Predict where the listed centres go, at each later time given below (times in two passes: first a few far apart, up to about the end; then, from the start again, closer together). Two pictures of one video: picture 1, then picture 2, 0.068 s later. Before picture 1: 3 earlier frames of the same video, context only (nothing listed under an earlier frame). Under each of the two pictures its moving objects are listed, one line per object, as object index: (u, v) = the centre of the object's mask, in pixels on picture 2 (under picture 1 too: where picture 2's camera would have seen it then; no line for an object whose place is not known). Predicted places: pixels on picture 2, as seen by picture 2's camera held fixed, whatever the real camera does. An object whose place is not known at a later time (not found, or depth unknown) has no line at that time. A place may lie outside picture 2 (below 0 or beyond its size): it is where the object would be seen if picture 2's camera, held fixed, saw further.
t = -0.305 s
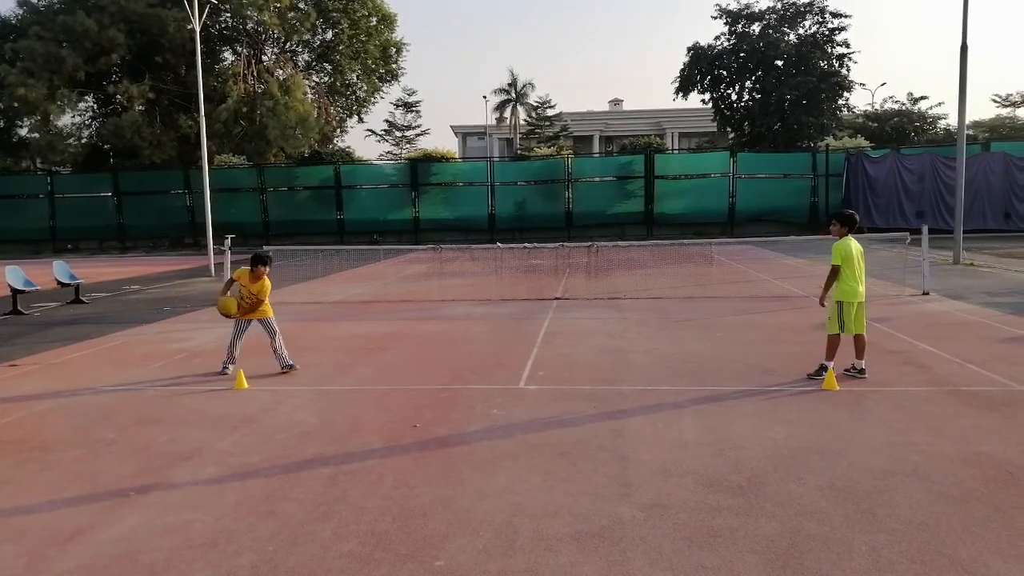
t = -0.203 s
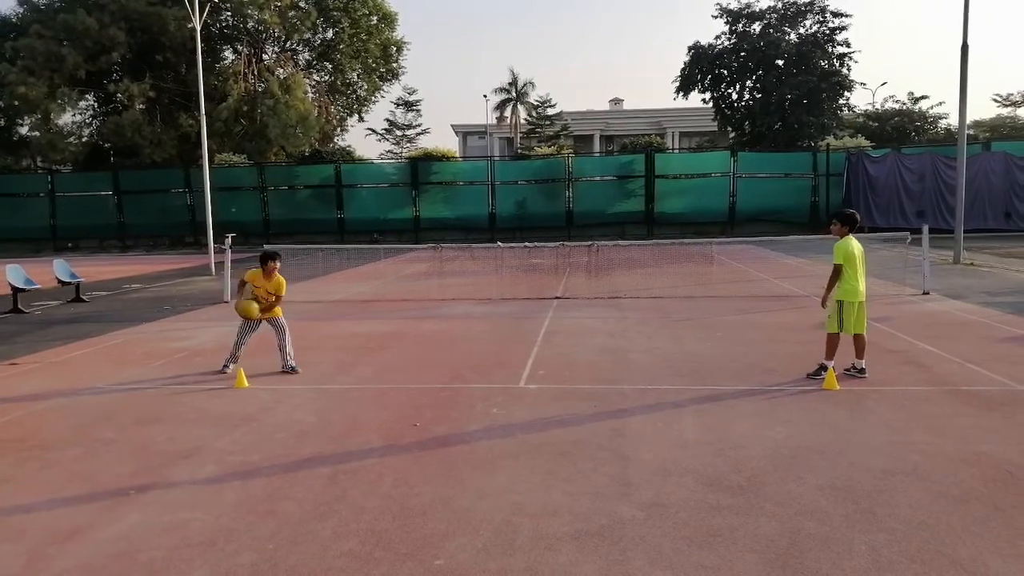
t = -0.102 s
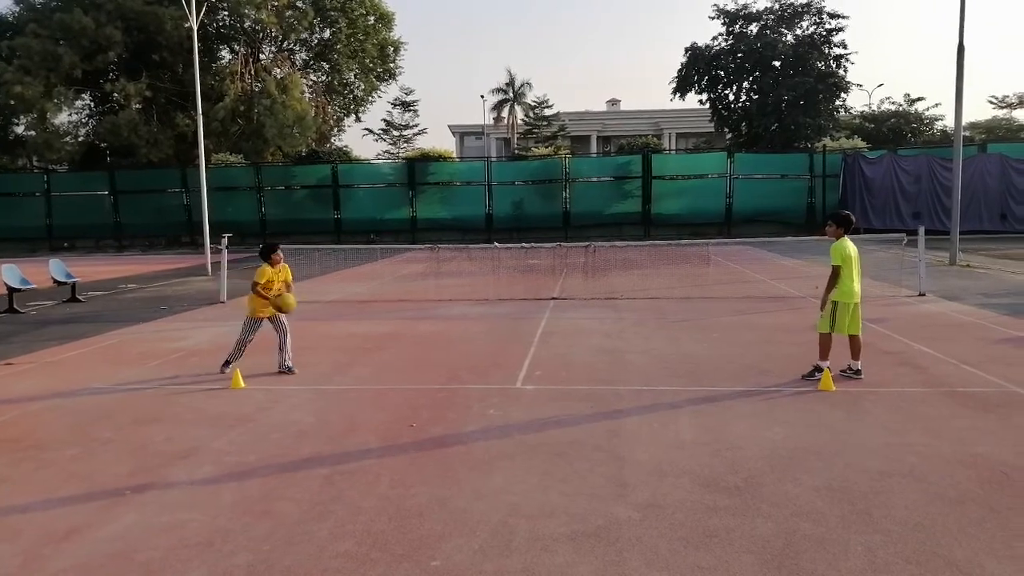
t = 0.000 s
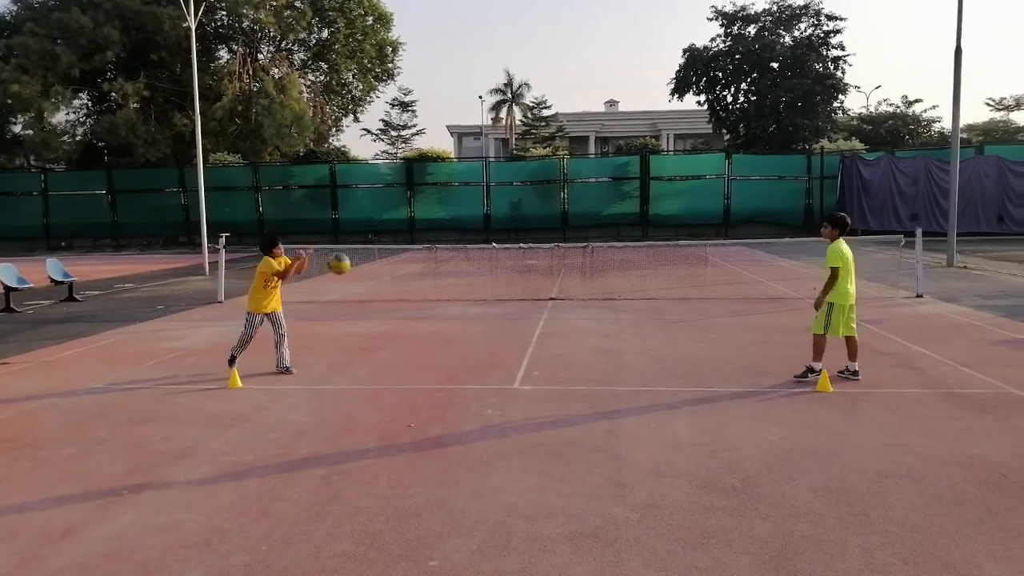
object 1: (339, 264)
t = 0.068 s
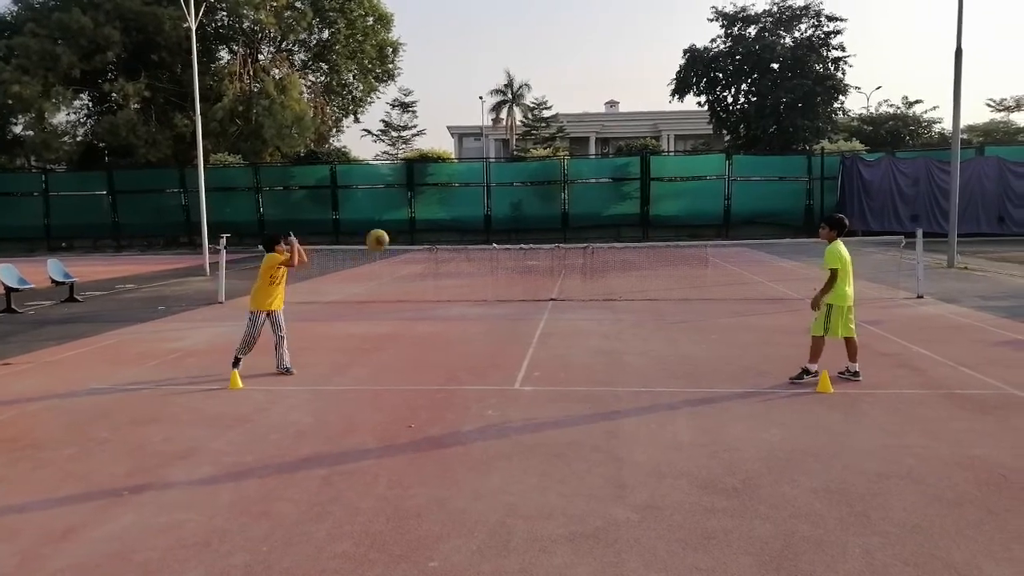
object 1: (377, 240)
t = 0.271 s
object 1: (490, 190)
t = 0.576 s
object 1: (664, 196)
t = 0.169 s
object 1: (433, 210)
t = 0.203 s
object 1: (452, 202)
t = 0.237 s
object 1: (471, 195)
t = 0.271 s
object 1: (490, 190)
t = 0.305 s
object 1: (510, 185)
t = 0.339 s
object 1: (530, 181)
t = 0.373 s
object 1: (549, 180)
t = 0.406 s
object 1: (569, 179)
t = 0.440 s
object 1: (588, 181)
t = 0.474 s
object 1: (607, 183)
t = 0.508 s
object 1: (626, 187)
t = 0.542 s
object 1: (645, 191)
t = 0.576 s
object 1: (664, 196)
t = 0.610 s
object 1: (683, 202)
